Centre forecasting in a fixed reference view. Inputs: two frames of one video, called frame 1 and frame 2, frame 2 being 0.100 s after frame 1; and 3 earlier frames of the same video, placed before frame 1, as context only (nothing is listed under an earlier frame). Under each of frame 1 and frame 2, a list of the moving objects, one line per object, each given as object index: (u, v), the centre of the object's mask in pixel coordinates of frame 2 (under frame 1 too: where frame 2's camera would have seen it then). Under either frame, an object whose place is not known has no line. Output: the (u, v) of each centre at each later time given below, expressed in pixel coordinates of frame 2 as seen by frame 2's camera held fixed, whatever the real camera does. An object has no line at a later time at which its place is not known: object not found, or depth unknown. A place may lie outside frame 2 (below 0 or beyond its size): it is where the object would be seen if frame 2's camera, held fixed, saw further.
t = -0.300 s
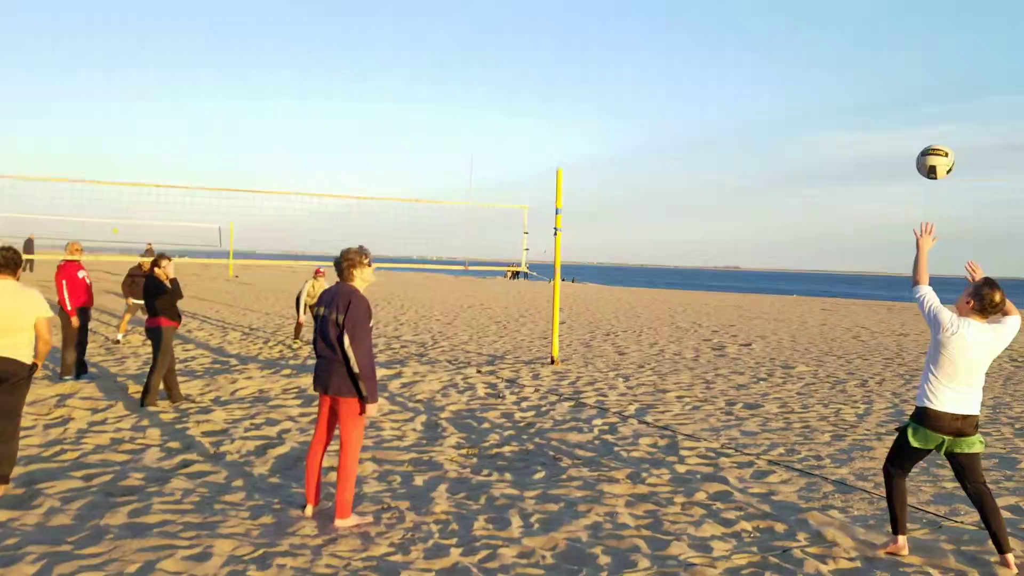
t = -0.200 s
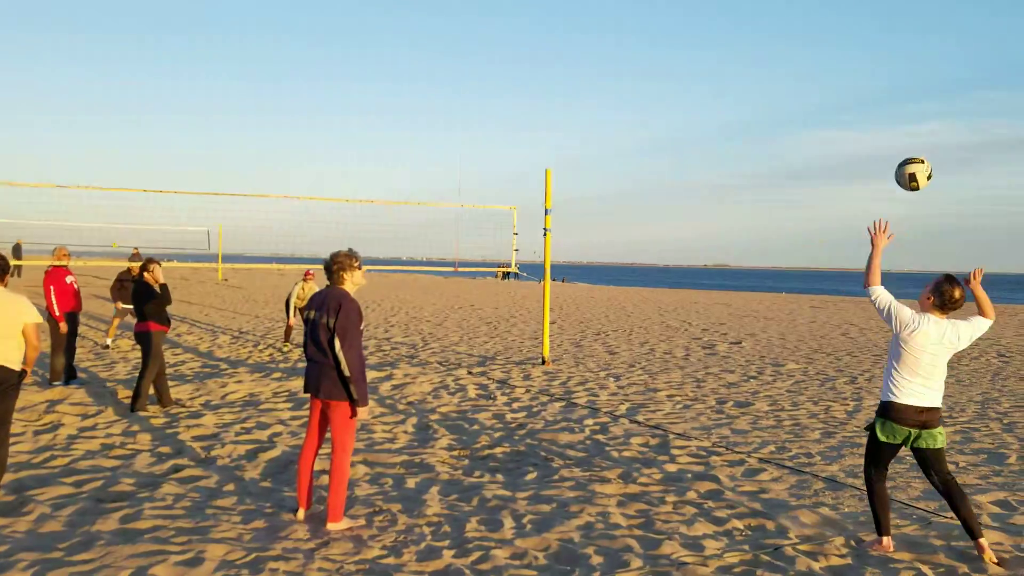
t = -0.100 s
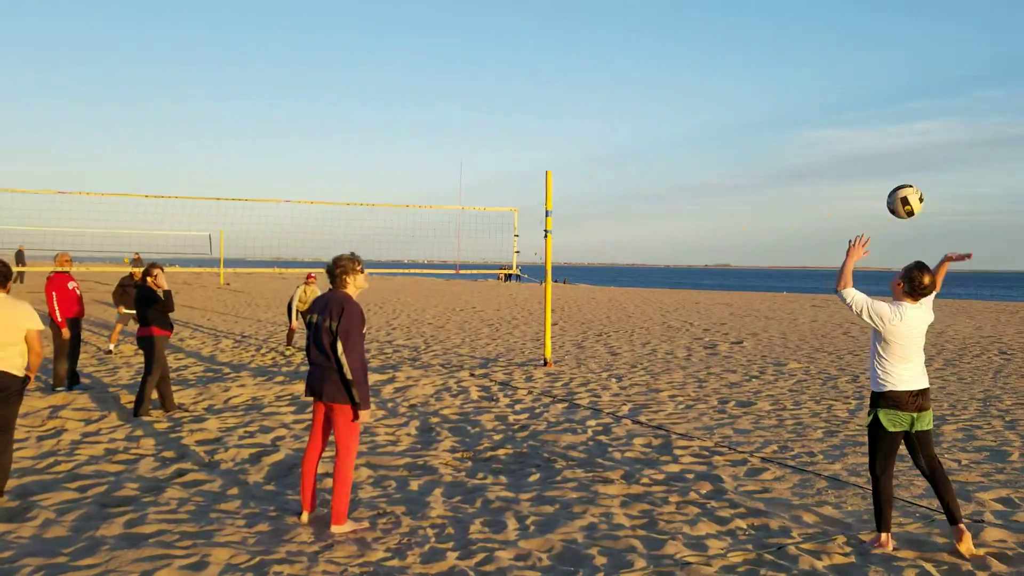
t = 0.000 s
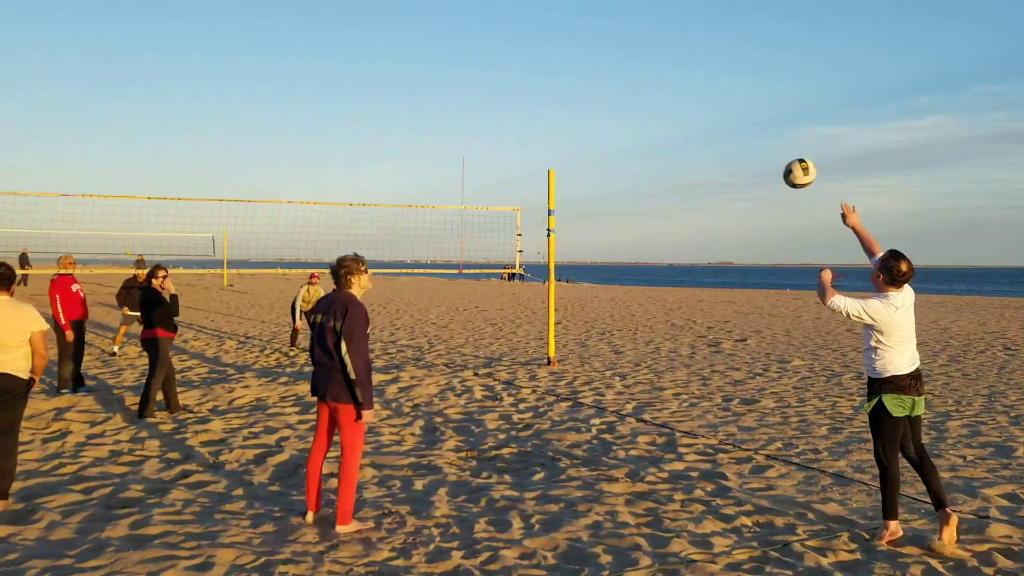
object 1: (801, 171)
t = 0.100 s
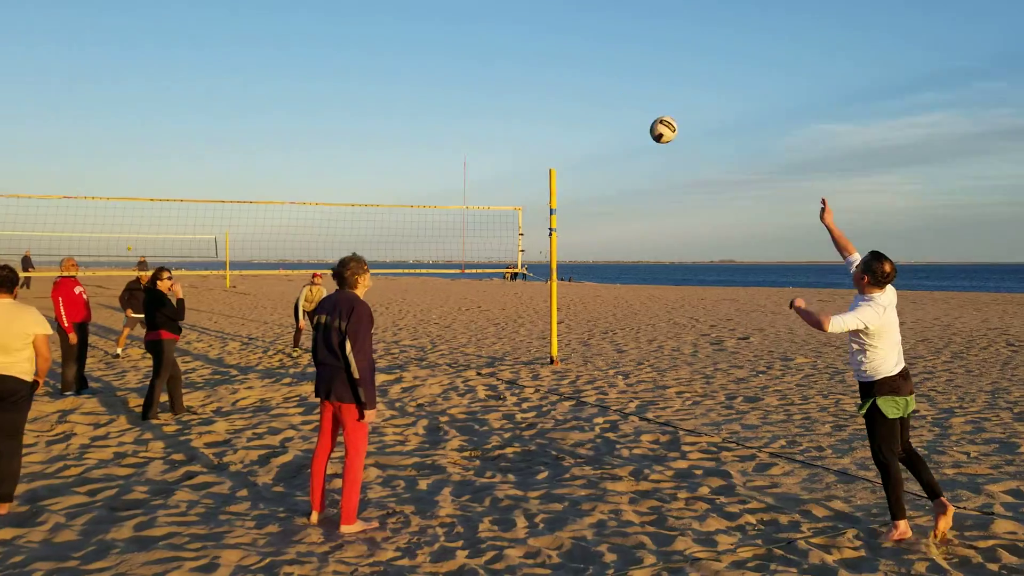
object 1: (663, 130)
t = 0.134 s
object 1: (625, 121)
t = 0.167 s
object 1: (590, 114)
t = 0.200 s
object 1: (559, 109)
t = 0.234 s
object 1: (529, 106)
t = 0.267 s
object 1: (503, 105)
